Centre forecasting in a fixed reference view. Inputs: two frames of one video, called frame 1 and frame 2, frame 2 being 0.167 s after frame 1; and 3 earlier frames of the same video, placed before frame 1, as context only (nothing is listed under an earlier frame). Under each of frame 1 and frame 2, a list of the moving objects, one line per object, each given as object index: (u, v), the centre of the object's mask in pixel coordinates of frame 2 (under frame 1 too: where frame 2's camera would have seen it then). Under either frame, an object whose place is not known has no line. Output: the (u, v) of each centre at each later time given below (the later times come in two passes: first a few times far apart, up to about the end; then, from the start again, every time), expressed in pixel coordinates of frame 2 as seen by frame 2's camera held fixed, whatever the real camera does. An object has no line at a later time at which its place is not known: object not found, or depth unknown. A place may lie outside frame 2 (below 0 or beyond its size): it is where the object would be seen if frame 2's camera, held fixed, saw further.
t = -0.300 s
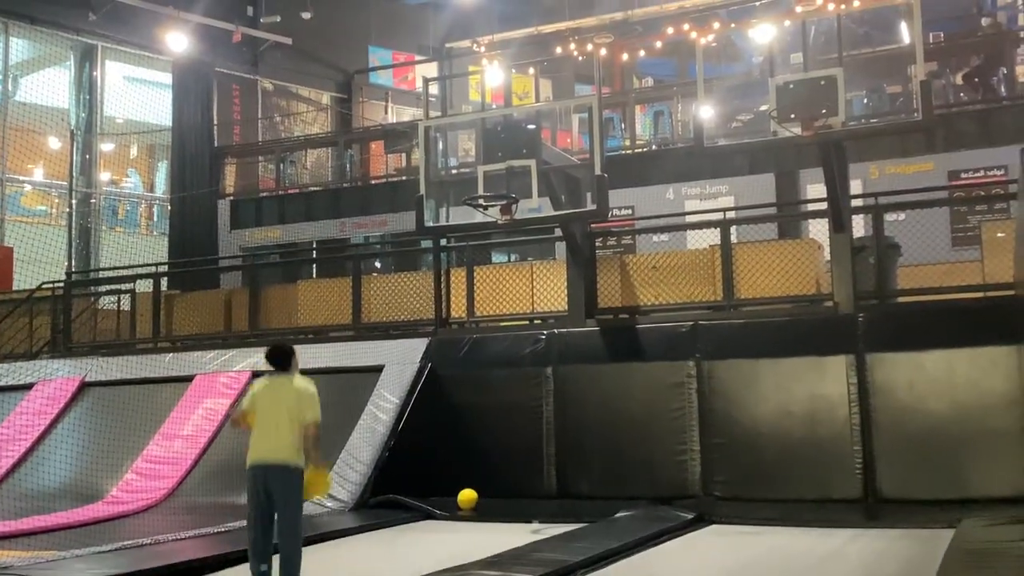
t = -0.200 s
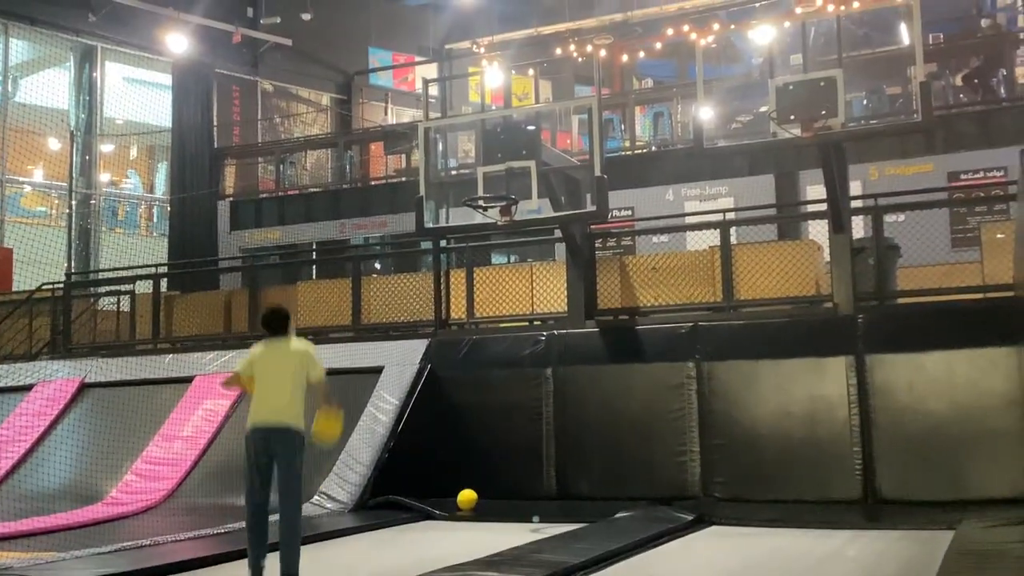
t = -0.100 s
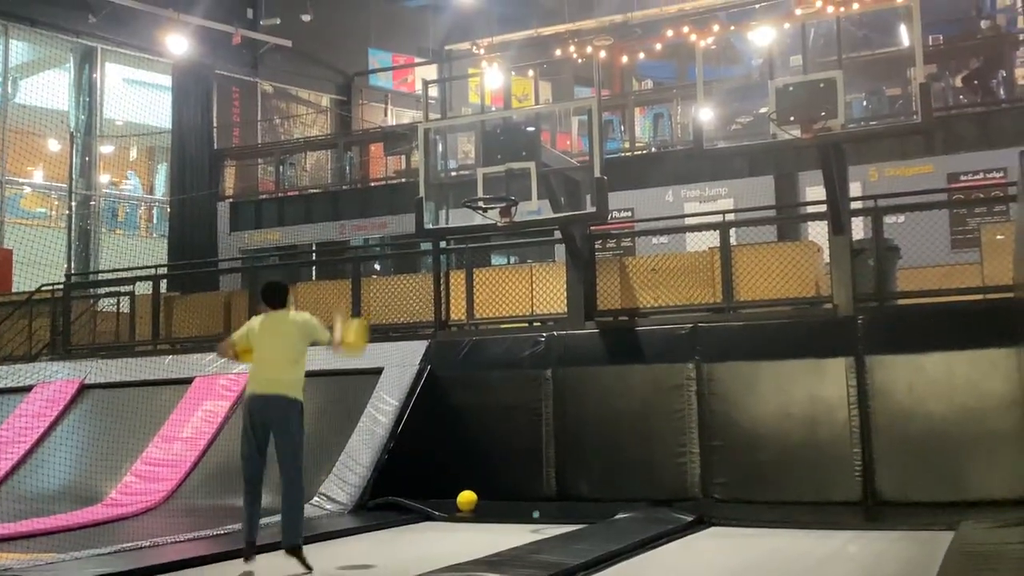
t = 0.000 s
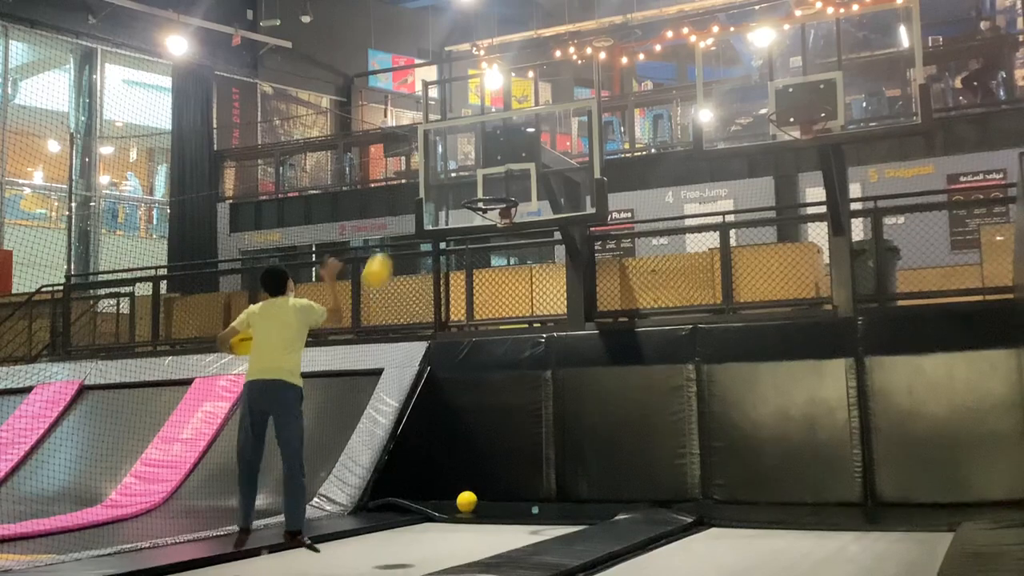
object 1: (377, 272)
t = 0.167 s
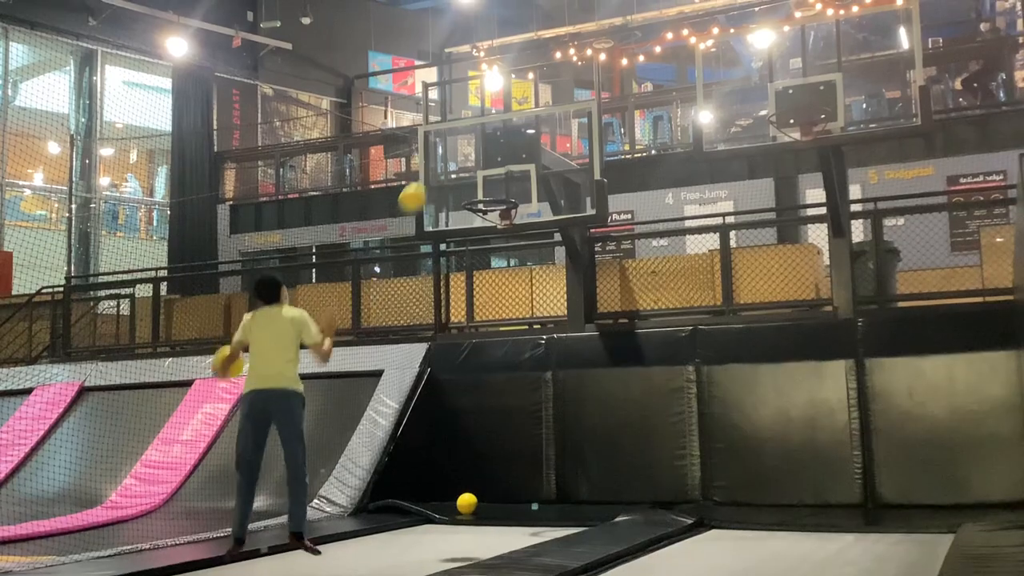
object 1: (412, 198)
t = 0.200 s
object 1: (419, 188)
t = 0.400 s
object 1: (456, 160)
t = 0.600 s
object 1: (491, 177)
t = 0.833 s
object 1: (499, 179)
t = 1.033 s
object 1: (484, 186)
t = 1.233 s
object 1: (470, 235)
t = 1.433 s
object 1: (458, 330)
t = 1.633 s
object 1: (446, 470)
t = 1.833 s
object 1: (438, 485)
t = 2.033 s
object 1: (434, 449)
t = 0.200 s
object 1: (419, 188)
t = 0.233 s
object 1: (426, 179)
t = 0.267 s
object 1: (433, 173)
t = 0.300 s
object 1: (438, 168)
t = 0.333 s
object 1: (445, 164)
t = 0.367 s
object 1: (451, 161)
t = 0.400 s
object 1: (456, 160)
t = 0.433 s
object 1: (463, 160)
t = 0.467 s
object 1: (469, 161)
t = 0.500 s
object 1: (474, 163)
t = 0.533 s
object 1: (480, 166)
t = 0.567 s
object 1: (485, 171)
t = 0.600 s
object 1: (491, 177)
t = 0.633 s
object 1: (496, 184)
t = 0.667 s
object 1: (502, 189)
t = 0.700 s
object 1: (505, 192)
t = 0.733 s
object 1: (505, 189)
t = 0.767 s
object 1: (503, 186)
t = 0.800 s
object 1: (501, 182)
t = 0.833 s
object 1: (499, 179)
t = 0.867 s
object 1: (496, 177)
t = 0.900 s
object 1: (494, 177)
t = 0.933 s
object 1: (492, 177)
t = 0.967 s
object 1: (489, 179)
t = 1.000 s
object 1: (487, 182)
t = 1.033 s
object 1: (484, 186)
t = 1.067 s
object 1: (482, 189)
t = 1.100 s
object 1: (479, 193)
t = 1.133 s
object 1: (477, 204)
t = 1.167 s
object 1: (476, 214)
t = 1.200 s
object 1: (473, 223)
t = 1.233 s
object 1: (470, 235)
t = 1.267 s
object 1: (468, 247)
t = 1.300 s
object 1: (467, 260)
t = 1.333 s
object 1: (464, 273)
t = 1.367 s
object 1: (462, 289)
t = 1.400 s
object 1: (460, 309)
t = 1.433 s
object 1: (458, 330)
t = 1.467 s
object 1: (456, 349)
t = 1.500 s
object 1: (454, 371)
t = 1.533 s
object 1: (452, 394)
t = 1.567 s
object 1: (450, 418)
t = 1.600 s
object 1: (448, 443)
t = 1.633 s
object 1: (446, 470)
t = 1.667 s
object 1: (444, 498)
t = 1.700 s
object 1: (442, 521)
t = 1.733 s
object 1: (441, 520)
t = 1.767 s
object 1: (440, 508)
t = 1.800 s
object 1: (439, 496)
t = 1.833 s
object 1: (438, 485)
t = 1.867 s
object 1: (437, 476)
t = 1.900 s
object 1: (437, 468)
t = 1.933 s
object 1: (436, 461)
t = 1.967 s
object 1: (435, 456)
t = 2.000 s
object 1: (435, 452)
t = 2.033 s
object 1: (434, 449)
